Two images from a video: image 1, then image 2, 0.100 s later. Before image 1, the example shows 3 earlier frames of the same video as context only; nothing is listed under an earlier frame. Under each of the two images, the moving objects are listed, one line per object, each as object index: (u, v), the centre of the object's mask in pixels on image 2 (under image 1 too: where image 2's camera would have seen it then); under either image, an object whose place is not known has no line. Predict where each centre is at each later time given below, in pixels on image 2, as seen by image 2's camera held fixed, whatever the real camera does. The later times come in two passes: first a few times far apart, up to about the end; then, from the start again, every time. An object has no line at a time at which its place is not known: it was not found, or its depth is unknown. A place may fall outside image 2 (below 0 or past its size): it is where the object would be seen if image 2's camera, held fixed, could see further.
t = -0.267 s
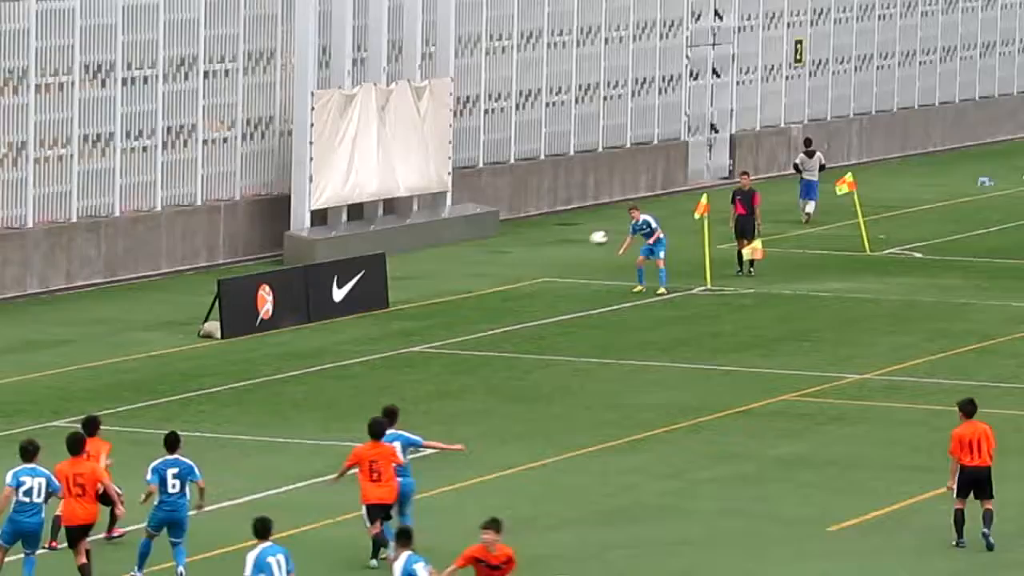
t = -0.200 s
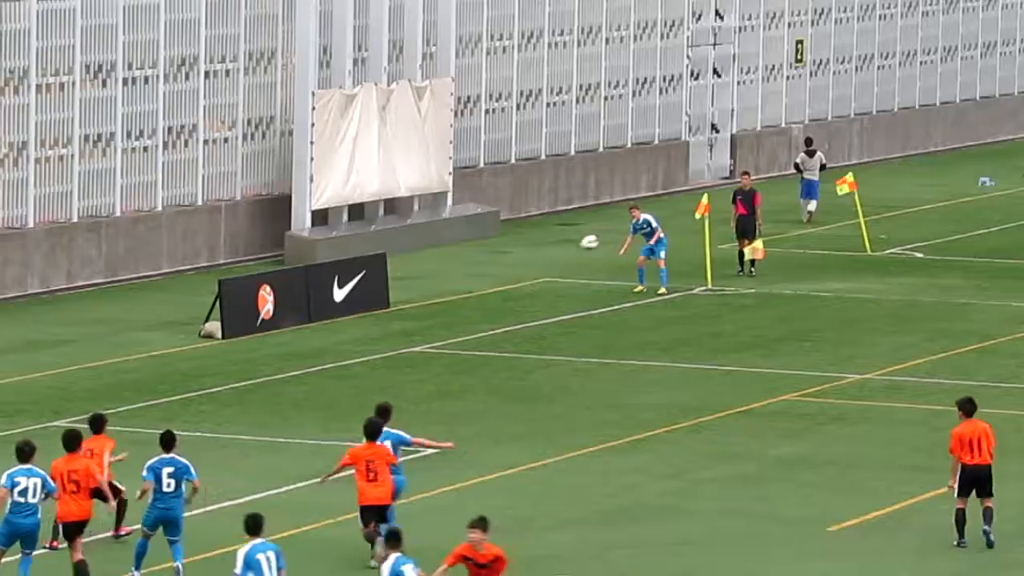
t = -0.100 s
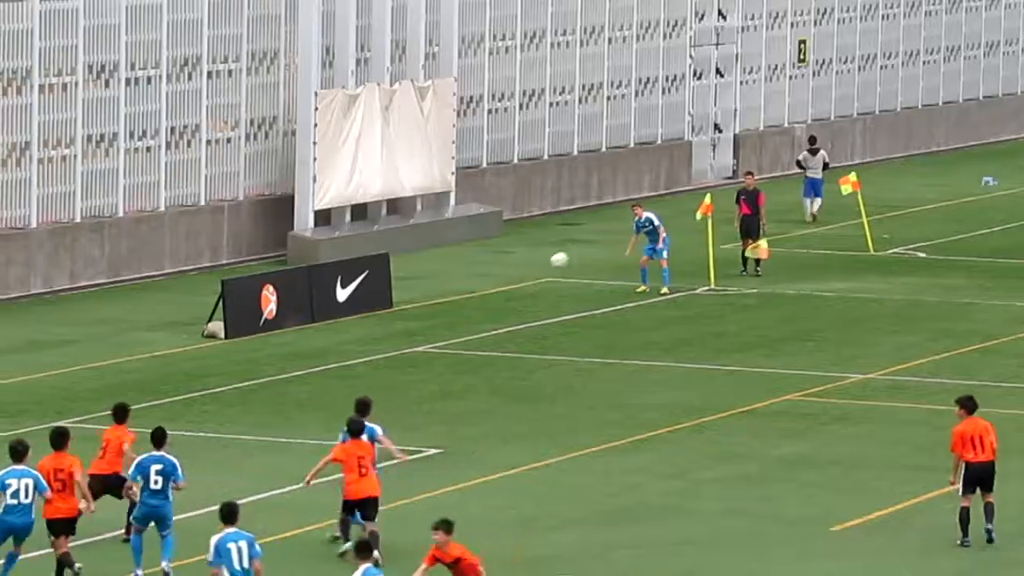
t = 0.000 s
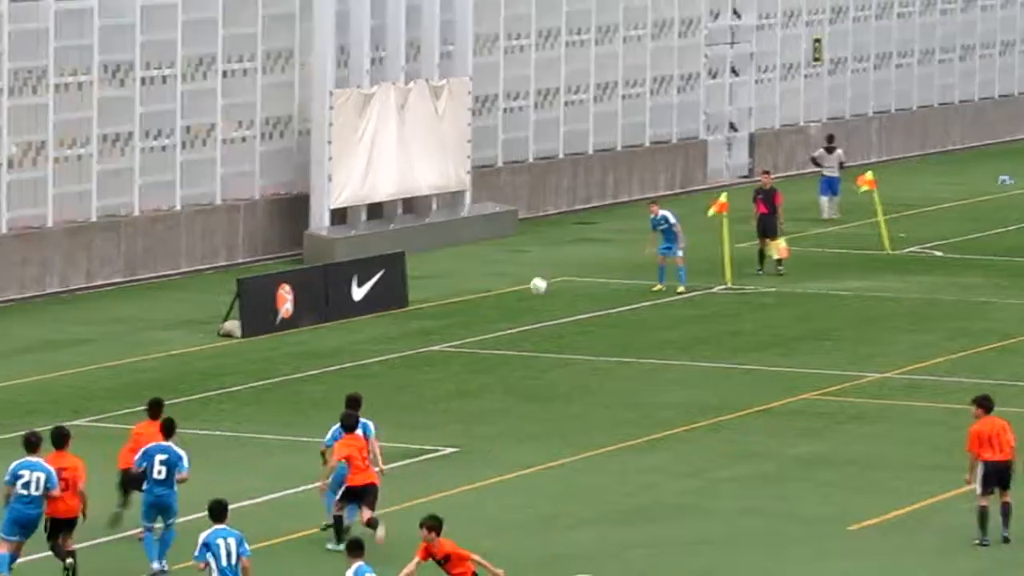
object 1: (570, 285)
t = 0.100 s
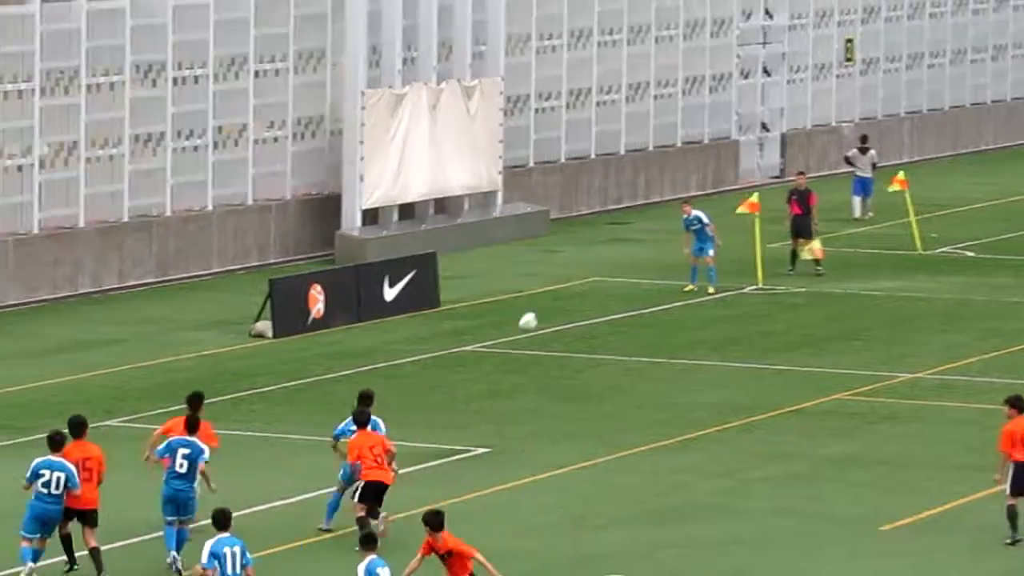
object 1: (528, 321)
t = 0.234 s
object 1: (466, 381)
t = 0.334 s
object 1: (414, 439)
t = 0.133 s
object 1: (513, 334)
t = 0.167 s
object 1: (498, 348)
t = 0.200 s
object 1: (482, 364)
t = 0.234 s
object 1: (466, 381)
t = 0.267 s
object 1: (450, 399)
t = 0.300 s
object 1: (432, 419)
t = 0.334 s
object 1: (414, 439)
